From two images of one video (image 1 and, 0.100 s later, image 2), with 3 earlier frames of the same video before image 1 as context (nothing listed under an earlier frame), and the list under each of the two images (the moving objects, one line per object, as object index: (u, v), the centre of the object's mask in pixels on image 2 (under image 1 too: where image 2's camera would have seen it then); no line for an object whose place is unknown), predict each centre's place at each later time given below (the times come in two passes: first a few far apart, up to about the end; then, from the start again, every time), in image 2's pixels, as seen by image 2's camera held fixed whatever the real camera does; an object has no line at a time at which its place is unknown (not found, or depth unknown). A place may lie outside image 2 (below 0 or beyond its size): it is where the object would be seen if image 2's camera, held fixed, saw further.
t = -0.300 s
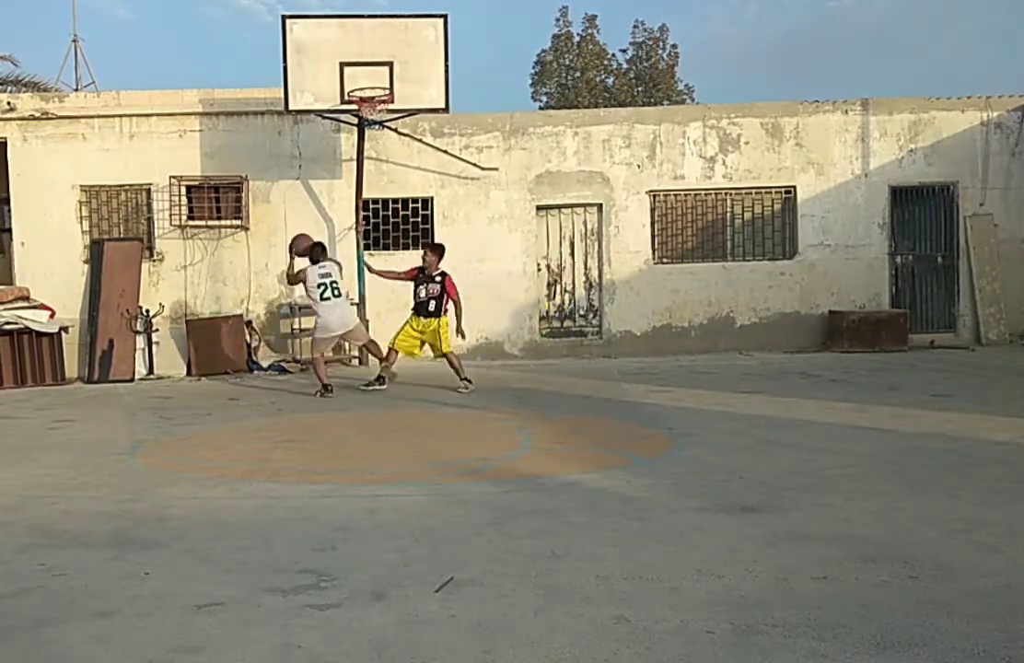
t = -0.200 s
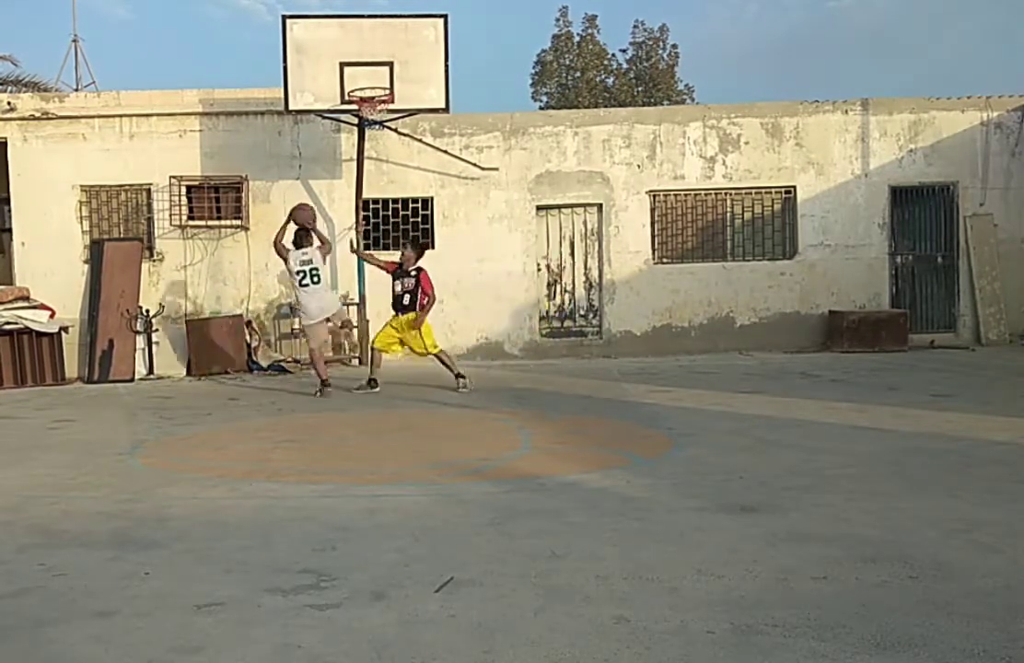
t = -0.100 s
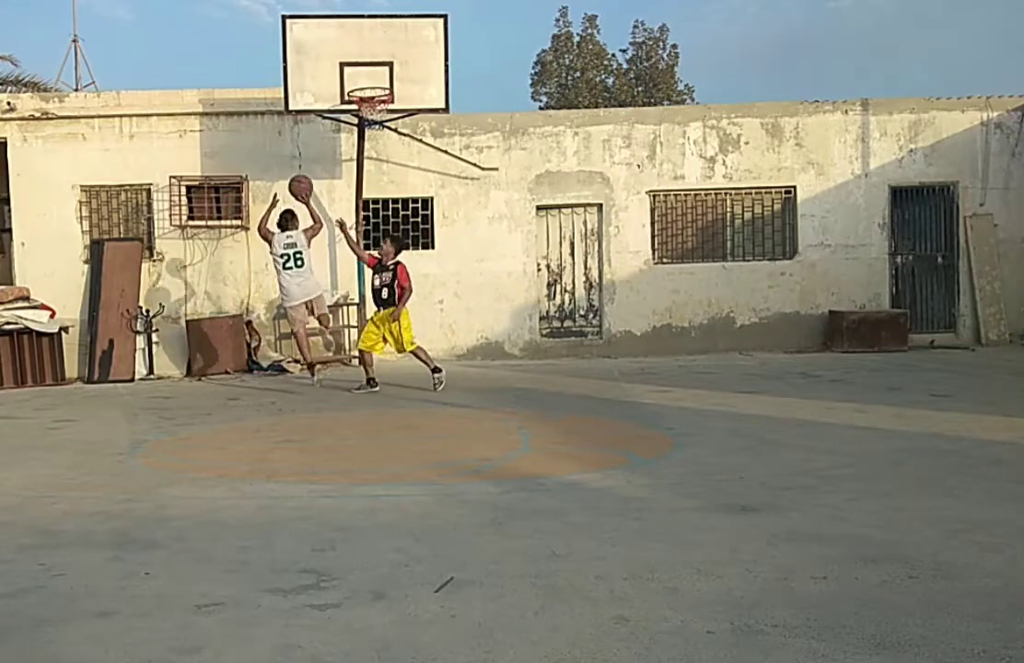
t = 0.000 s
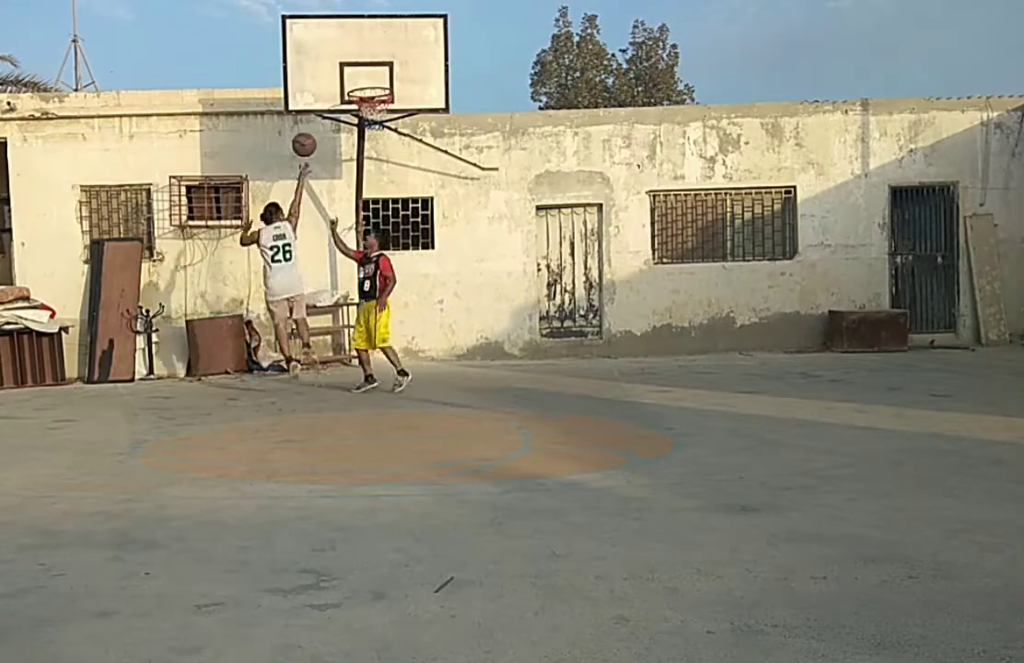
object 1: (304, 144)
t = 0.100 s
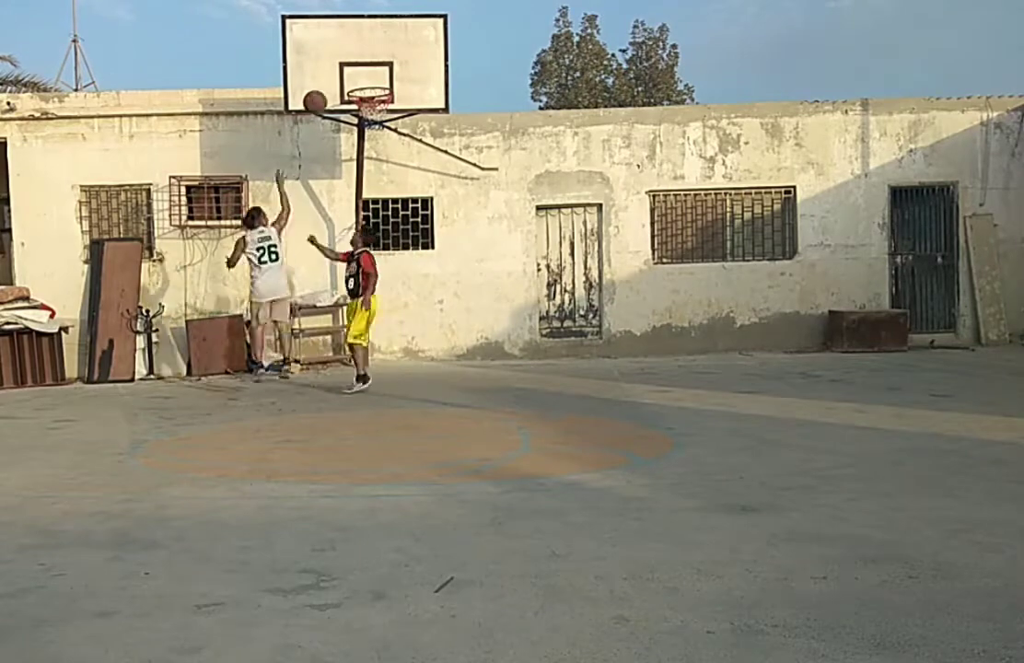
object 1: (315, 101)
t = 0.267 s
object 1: (333, 57)
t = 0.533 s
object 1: (359, 41)
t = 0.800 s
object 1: (379, 70)
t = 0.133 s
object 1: (319, 90)
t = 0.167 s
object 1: (322, 80)
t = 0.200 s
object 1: (326, 71)
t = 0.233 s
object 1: (329, 63)
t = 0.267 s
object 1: (333, 57)
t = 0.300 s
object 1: (337, 51)
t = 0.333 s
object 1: (341, 46)
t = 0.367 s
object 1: (344, 43)
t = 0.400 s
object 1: (348, 41)
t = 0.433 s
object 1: (352, 40)
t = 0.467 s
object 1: (354, 40)
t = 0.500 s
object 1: (357, 40)
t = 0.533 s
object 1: (359, 41)
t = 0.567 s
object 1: (361, 43)
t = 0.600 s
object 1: (364, 47)
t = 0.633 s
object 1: (367, 52)
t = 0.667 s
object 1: (370, 57)
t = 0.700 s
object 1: (372, 64)
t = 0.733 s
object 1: (375, 72)
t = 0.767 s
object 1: (378, 74)
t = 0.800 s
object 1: (379, 70)
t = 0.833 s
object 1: (381, 67)
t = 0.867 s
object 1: (383, 66)
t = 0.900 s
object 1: (385, 65)
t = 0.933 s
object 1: (387, 66)
